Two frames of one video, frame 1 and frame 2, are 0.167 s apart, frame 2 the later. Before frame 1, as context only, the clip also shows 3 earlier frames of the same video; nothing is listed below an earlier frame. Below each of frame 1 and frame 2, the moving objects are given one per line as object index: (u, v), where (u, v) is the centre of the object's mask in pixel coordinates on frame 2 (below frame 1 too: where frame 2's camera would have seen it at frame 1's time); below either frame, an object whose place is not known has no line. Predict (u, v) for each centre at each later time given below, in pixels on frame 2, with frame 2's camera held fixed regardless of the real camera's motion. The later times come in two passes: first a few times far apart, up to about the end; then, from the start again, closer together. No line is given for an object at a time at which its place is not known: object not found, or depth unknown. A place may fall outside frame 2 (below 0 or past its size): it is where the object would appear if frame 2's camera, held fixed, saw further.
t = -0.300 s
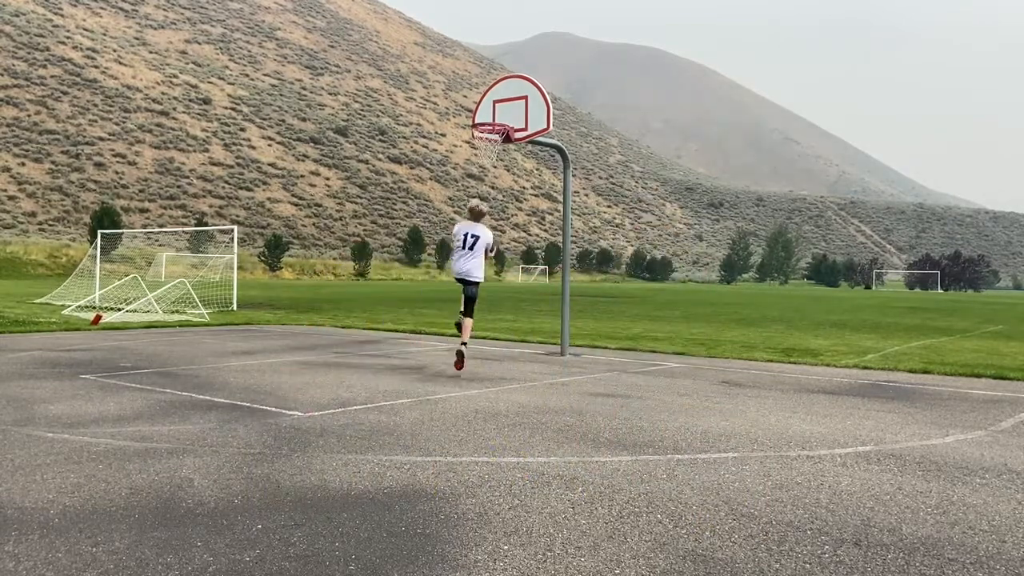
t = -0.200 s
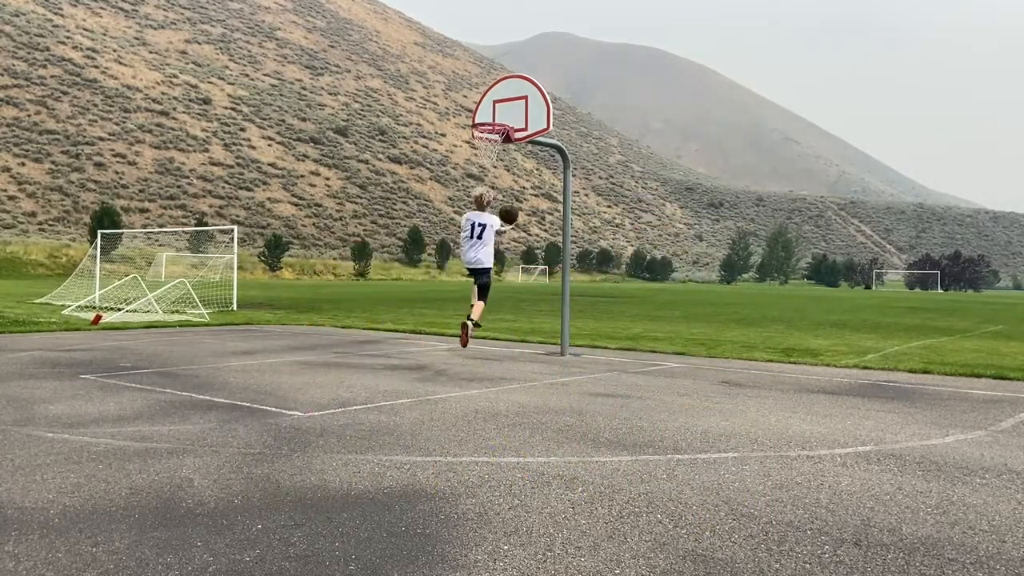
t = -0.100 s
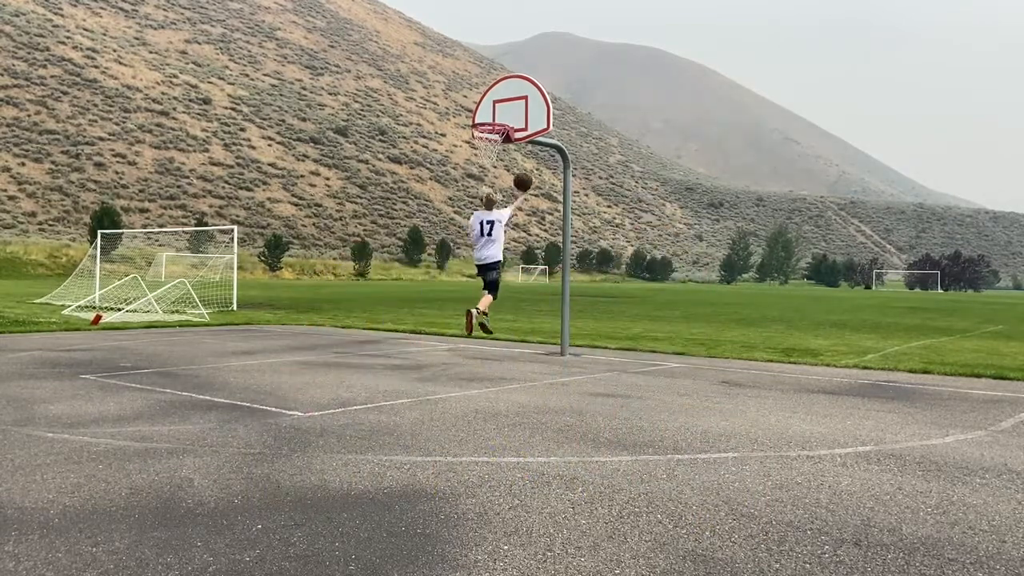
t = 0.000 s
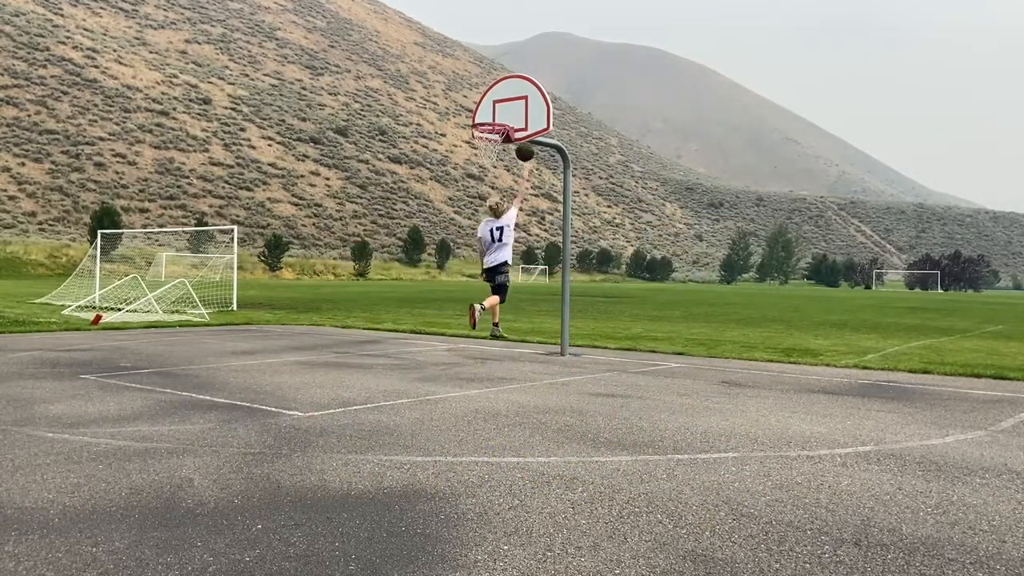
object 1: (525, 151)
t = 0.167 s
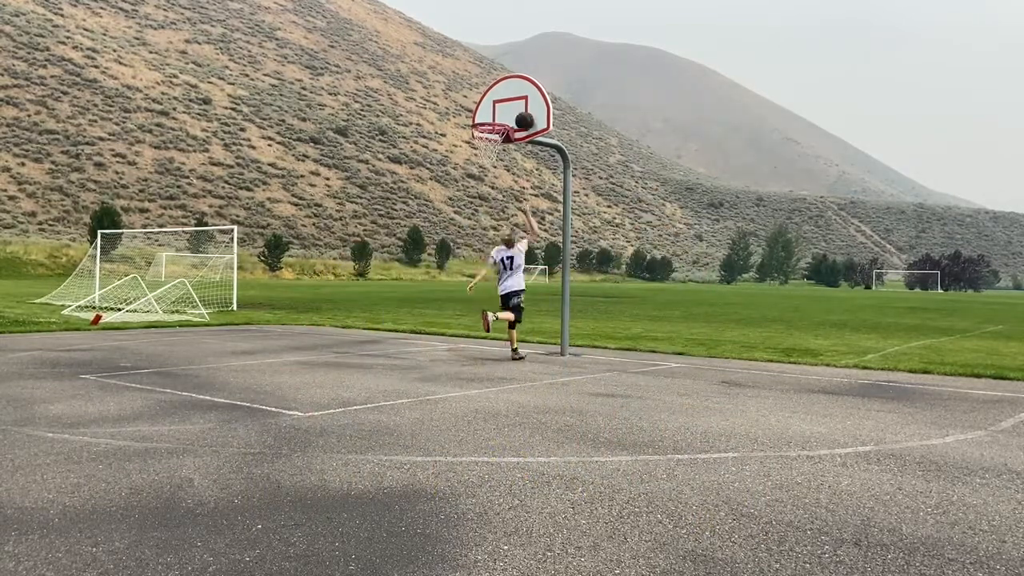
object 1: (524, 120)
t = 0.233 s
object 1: (524, 115)
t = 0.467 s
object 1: (503, 115)
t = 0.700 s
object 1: (488, 138)
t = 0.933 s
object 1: (482, 171)
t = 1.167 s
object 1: (478, 237)
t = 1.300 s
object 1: (475, 293)
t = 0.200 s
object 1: (525, 118)
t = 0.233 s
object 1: (524, 115)
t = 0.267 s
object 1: (521, 112)
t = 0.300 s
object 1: (517, 111)
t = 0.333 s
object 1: (515, 110)
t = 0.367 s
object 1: (512, 110)
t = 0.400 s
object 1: (509, 111)
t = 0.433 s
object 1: (506, 113)
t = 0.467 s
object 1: (503, 115)
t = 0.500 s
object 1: (501, 116)
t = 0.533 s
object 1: (499, 116)
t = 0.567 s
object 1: (496, 117)
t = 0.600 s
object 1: (495, 118)
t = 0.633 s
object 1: (493, 132)
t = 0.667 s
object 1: (490, 134)
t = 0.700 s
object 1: (488, 138)
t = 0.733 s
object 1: (486, 143)
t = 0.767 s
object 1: (484, 148)
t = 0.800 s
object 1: (483, 152)
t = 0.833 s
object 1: (482, 156)
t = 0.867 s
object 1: (481, 162)
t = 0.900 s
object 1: (482, 166)
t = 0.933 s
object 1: (482, 171)
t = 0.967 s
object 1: (481, 176)
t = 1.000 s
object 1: (480, 185)
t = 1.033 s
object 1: (480, 195)
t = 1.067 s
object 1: (479, 204)
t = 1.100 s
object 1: (478, 214)
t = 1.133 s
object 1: (478, 225)
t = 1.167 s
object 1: (478, 237)
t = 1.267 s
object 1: (475, 277)
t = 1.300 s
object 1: (475, 293)
